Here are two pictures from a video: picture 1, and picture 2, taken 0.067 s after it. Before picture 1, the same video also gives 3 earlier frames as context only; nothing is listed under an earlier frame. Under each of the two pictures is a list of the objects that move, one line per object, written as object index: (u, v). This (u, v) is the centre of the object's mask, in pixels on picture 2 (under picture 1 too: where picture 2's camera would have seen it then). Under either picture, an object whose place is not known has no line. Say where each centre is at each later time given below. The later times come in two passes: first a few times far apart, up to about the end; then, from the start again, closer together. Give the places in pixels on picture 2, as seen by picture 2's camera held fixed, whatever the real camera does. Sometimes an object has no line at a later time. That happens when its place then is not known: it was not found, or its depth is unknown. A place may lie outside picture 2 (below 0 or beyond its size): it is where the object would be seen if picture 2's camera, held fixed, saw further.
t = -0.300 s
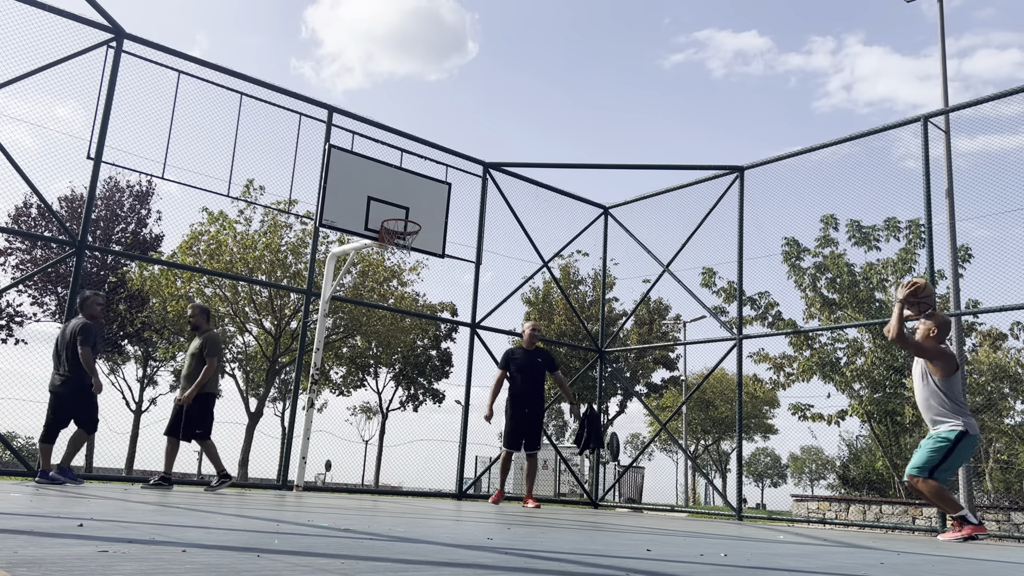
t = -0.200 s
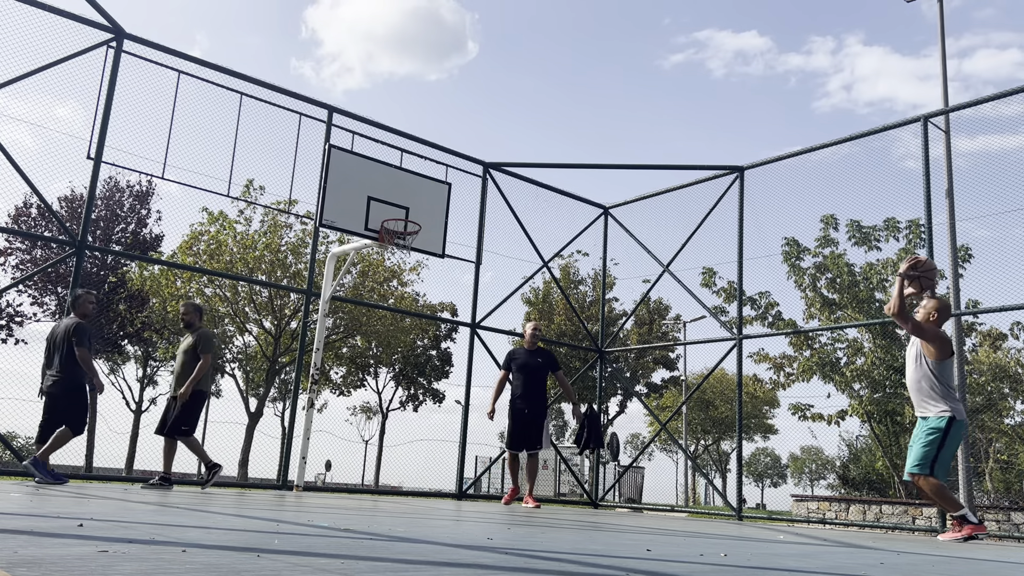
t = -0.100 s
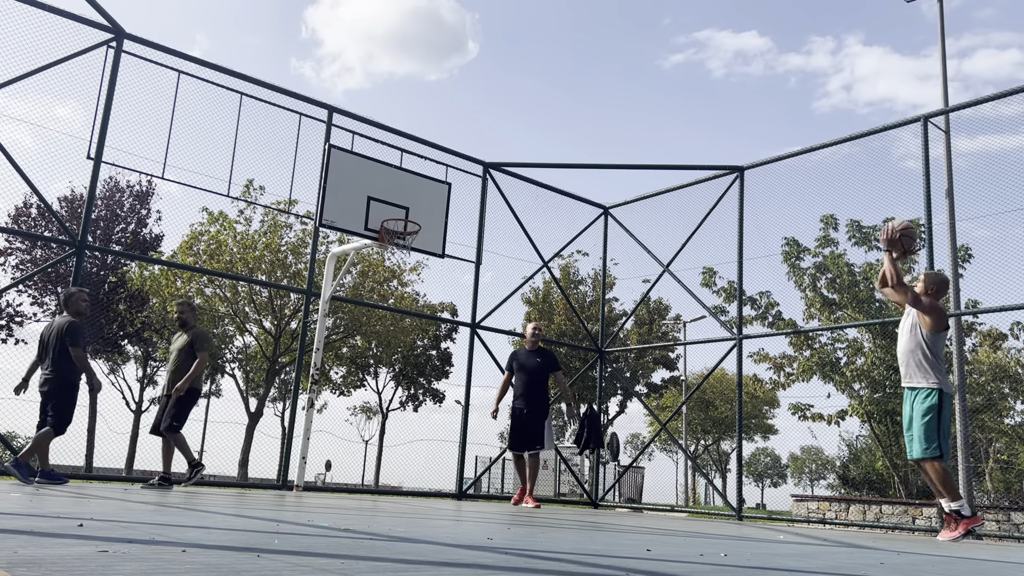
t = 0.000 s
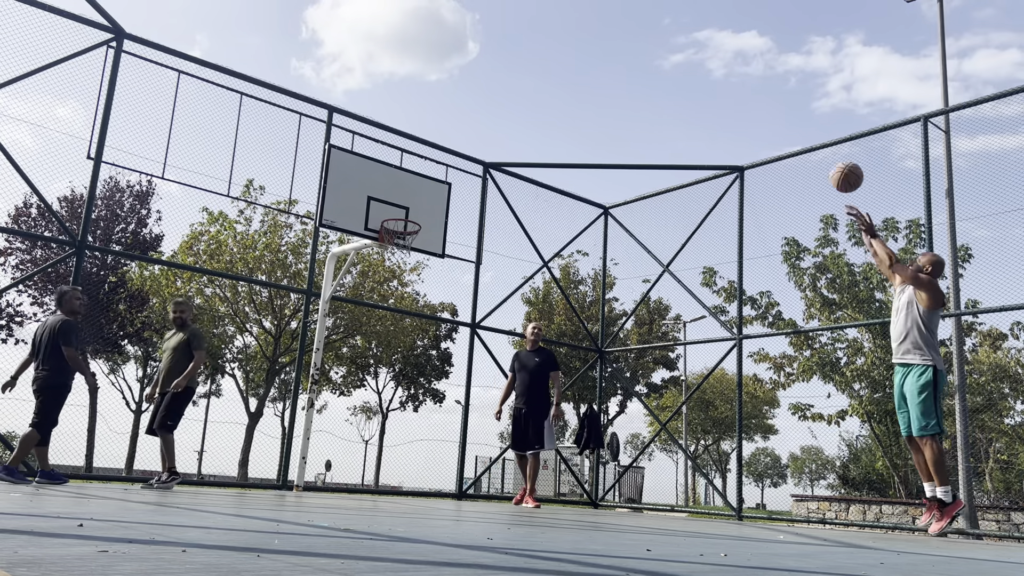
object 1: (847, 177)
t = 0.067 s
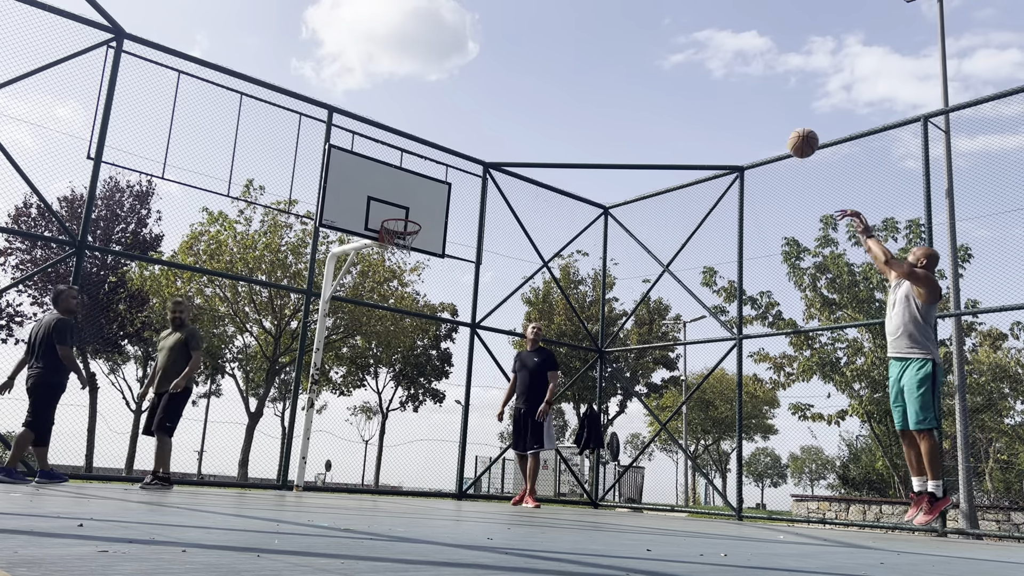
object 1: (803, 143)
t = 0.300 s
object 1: (680, 80)
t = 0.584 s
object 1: (567, 82)
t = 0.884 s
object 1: (469, 150)
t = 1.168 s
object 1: (438, 193)
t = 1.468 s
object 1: (505, 169)
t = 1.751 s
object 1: (573, 217)
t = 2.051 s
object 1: (659, 374)
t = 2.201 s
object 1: (713, 509)
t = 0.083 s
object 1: (793, 136)
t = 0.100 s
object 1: (783, 129)
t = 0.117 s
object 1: (773, 123)
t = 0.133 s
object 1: (763, 117)
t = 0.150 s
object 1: (754, 111)
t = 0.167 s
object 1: (745, 107)
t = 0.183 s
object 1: (736, 102)
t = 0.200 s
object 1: (728, 98)
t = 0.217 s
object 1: (719, 94)
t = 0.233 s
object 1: (711, 90)
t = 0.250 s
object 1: (703, 87)
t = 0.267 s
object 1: (695, 84)
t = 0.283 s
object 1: (687, 82)
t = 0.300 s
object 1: (680, 80)
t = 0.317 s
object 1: (672, 78)
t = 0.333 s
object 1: (665, 76)
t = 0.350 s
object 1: (657, 75)
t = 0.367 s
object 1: (650, 74)
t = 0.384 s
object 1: (643, 73)
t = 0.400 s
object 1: (636, 72)
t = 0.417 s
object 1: (629, 72)
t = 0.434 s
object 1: (623, 72)
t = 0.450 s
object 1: (616, 72)
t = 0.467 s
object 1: (610, 73)
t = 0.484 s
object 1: (603, 73)
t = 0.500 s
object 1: (597, 74)
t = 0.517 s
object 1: (591, 75)
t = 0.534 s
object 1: (585, 77)
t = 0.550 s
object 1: (579, 78)
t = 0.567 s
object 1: (573, 80)
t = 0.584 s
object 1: (567, 82)
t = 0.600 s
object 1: (561, 84)
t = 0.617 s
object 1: (555, 87)
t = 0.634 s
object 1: (549, 89)
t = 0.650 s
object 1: (544, 92)
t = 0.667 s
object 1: (538, 95)
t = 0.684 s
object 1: (533, 99)
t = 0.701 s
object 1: (527, 102)
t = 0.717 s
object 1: (521, 105)
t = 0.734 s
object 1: (516, 109)
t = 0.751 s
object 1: (511, 113)
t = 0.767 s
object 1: (505, 117)
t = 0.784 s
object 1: (500, 121)
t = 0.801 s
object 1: (495, 125)
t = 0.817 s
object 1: (489, 130)
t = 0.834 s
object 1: (484, 135)
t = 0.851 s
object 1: (479, 140)
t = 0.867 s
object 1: (474, 145)
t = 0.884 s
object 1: (469, 150)
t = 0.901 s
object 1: (463, 155)
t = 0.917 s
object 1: (459, 161)
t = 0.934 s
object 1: (454, 167)
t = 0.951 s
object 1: (449, 173)
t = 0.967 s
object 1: (444, 179)
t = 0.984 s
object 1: (439, 185)
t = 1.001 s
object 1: (434, 191)
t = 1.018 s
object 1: (429, 197)
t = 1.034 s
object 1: (424, 204)
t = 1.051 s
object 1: (420, 211)
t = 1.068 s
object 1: (416, 216)
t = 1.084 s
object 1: (420, 211)
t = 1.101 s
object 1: (424, 207)
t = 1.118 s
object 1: (427, 203)
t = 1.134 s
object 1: (431, 200)
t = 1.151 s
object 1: (434, 196)
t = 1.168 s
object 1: (438, 193)
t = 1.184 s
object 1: (442, 190)
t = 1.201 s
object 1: (445, 187)
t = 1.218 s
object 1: (449, 185)
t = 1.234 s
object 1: (453, 182)
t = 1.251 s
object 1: (456, 180)
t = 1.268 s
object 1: (460, 178)
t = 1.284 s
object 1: (464, 176)
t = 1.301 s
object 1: (468, 174)
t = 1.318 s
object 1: (471, 173)
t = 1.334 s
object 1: (475, 171)
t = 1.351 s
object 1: (478, 170)
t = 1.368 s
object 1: (482, 169)
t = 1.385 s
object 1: (486, 168)
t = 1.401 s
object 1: (490, 168)
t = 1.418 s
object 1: (493, 168)
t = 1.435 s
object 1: (497, 168)
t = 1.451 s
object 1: (501, 168)
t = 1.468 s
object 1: (505, 169)
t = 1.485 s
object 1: (508, 169)
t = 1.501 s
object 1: (512, 170)
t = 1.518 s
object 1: (516, 171)
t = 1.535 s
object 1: (520, 173)
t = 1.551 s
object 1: (524, 174)
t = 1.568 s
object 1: (528, 176)
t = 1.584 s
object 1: (532, 179)
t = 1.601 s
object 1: (536, 182)
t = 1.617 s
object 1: (540, 184)
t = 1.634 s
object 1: (544, 187)
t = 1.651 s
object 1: (548, 191)
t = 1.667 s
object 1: (552, 194)
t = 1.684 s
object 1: (557, 198)
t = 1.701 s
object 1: (561, 202)
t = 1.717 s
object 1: (565, 207)
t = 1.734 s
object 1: (569, 212)
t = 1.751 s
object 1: (573, 217)
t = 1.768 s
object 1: (577, 223)
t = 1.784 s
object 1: (582, 229)
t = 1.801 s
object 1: (586, 235)
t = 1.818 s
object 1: (591, 241)
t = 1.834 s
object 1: (595, 248)
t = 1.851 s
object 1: (600, 255)
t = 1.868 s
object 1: (604, 263)
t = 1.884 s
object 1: (609, 271)
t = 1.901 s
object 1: (613, 279)
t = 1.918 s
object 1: (618, 288)
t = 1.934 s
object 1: (623, 297)
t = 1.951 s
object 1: (627, 307)
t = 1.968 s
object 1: (633, 317)
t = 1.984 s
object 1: (638, 327)
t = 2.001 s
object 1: (642, 338)
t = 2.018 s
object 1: (648, 349)
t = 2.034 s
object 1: (654, 361)
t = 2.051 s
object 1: (659, 374)
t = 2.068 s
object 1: (665, 386)
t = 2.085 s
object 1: (670, 399)
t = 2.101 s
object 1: (676, 413)
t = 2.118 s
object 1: (682, 428)
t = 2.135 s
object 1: (688, 443)
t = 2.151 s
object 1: (694, 459)
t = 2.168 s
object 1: (701, 476)
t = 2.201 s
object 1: (713, 509)
